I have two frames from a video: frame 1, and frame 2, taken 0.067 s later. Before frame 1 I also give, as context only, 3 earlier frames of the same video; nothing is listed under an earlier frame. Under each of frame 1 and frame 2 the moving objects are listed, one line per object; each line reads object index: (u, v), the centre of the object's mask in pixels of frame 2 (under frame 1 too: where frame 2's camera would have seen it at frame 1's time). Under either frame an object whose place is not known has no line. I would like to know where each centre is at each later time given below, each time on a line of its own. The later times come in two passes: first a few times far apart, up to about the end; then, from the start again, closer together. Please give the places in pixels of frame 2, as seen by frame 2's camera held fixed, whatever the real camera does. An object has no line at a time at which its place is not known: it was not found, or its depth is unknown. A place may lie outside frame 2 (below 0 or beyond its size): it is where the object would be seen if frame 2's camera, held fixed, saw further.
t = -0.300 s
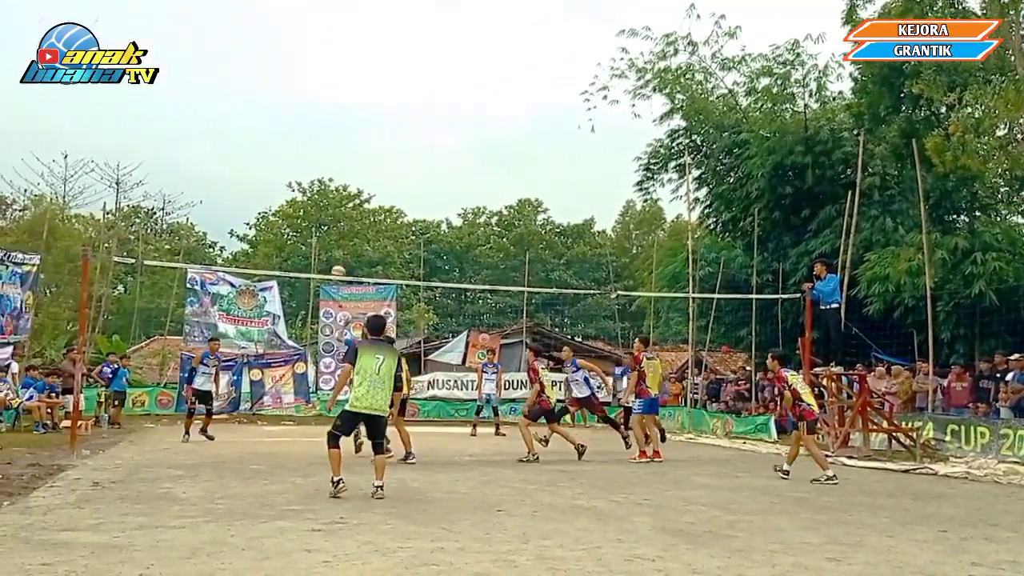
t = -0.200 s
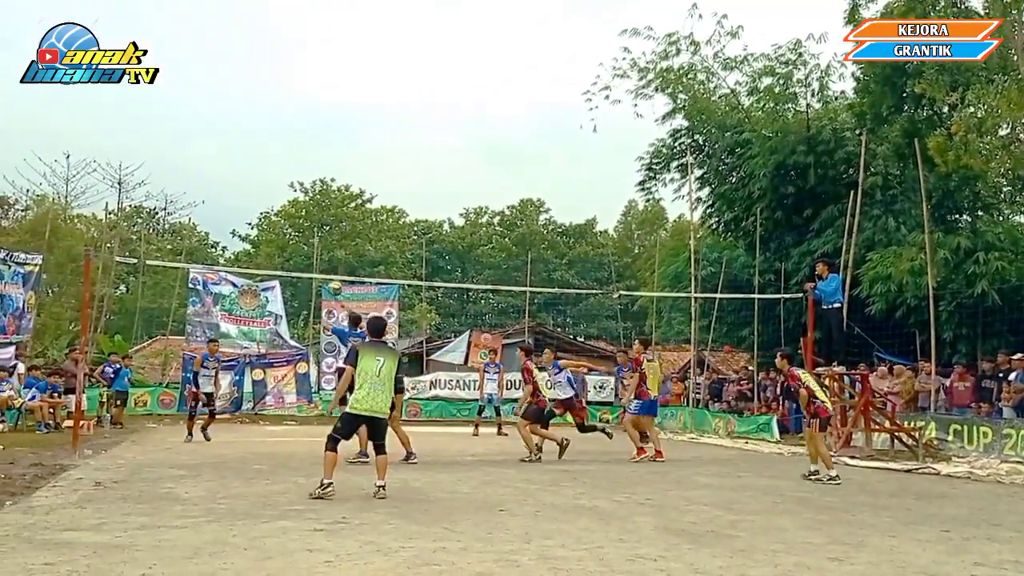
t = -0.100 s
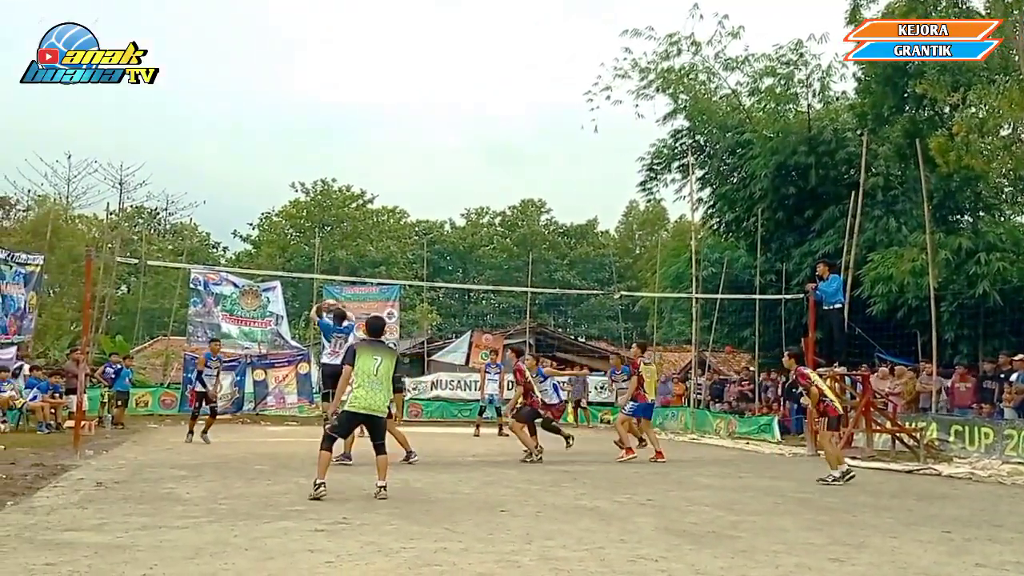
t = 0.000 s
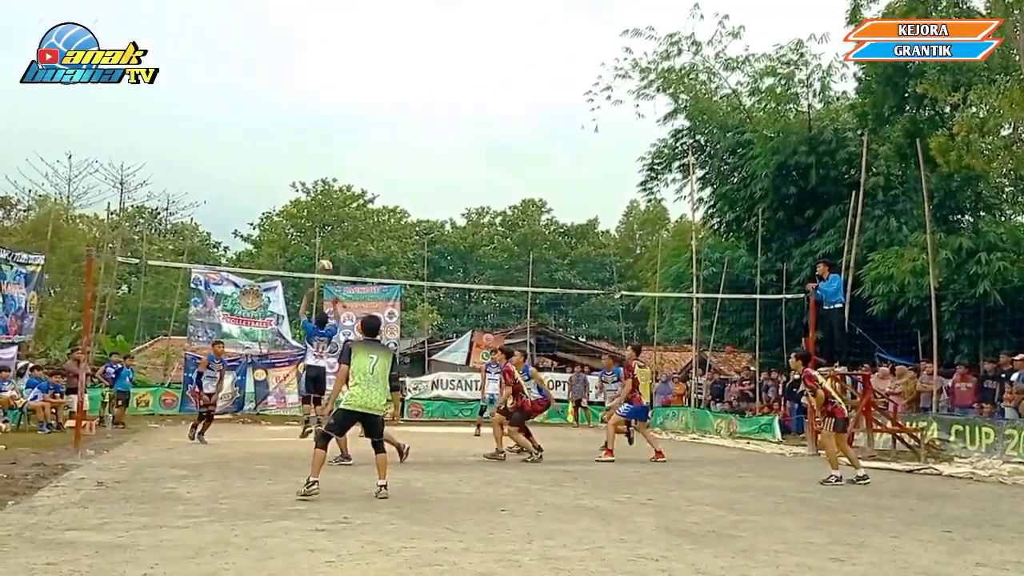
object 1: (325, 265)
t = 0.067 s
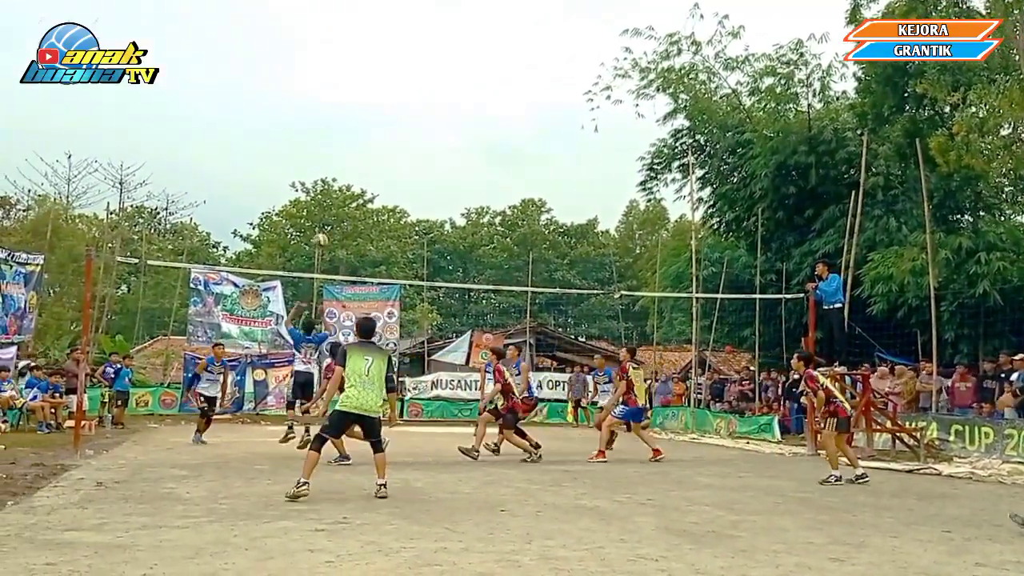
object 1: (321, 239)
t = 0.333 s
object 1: (303, 171)
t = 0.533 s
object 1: (290, 151)
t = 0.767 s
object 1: (274, 162)
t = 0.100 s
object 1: (319, 229)
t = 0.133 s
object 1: (316, 218)
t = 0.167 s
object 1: (314, 209)
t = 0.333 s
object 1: (303, 171)
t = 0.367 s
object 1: (301, 166)
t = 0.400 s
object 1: (299, 161)
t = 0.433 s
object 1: (297, 158)
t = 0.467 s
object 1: (295, 155)
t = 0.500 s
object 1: (292, 152)
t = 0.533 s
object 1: (290, 151)
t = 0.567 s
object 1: (288, 151)
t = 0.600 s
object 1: (286, 151)
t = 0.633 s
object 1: (283, 151)
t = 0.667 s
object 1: (281, 153)
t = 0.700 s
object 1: (278, 155)
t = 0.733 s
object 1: (276, 158)
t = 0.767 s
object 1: (274, 162)
